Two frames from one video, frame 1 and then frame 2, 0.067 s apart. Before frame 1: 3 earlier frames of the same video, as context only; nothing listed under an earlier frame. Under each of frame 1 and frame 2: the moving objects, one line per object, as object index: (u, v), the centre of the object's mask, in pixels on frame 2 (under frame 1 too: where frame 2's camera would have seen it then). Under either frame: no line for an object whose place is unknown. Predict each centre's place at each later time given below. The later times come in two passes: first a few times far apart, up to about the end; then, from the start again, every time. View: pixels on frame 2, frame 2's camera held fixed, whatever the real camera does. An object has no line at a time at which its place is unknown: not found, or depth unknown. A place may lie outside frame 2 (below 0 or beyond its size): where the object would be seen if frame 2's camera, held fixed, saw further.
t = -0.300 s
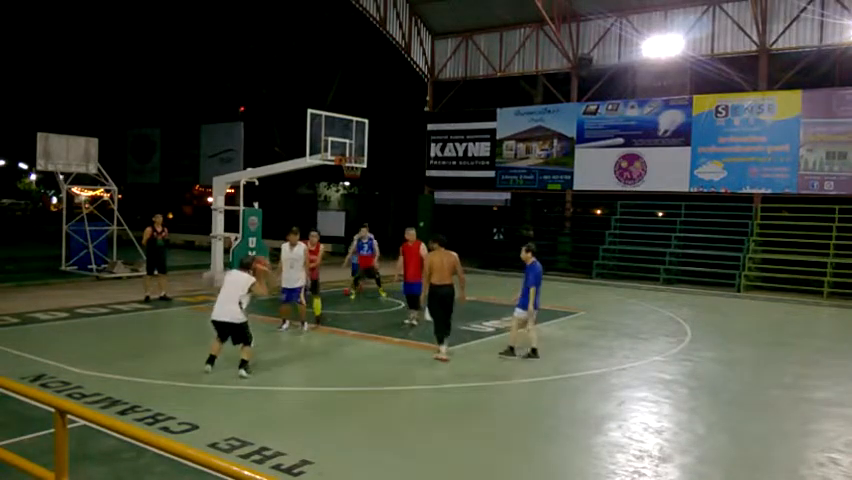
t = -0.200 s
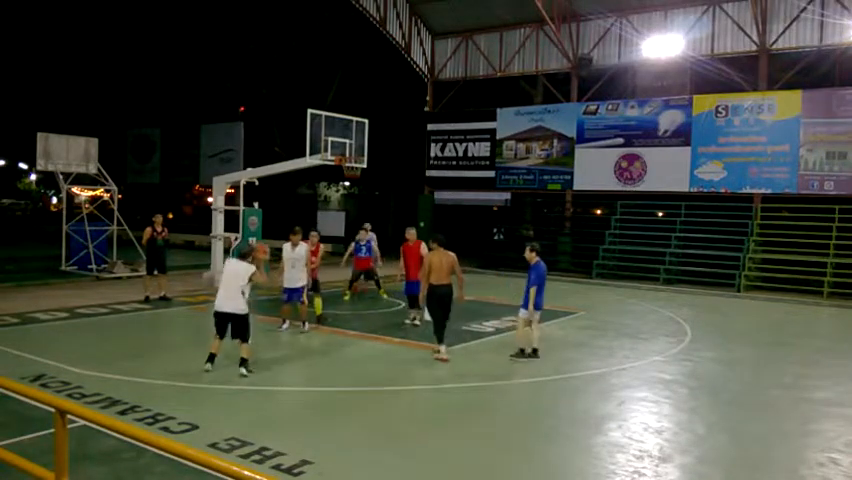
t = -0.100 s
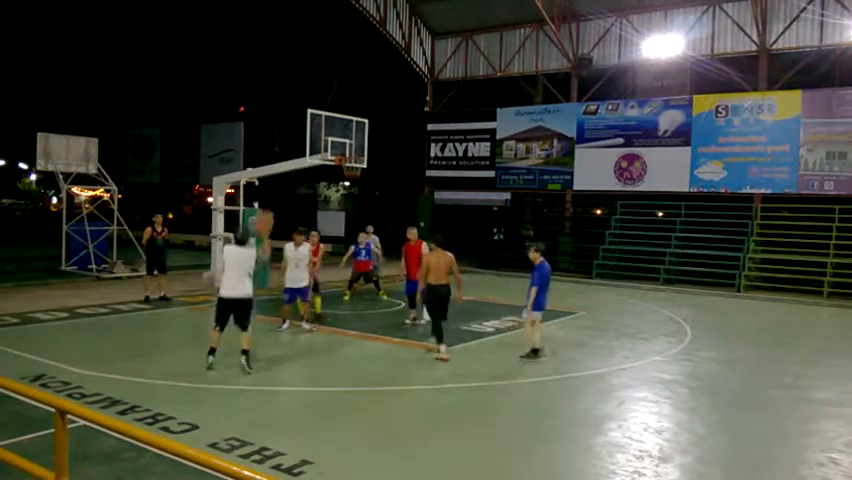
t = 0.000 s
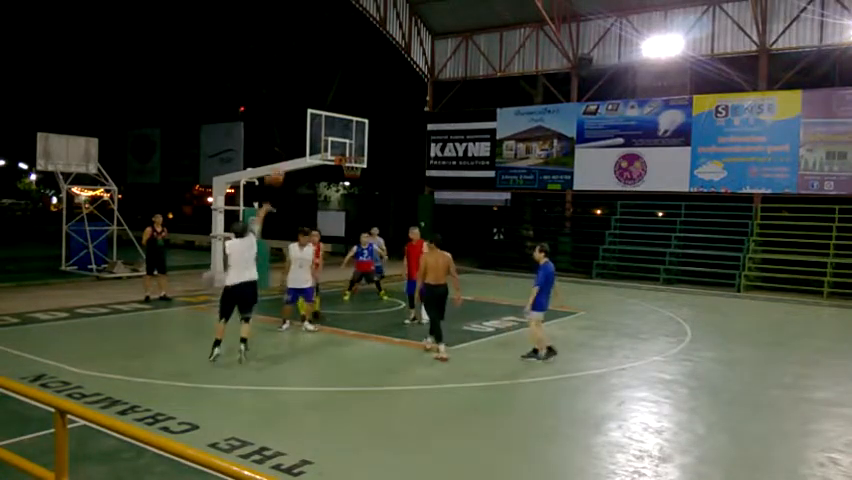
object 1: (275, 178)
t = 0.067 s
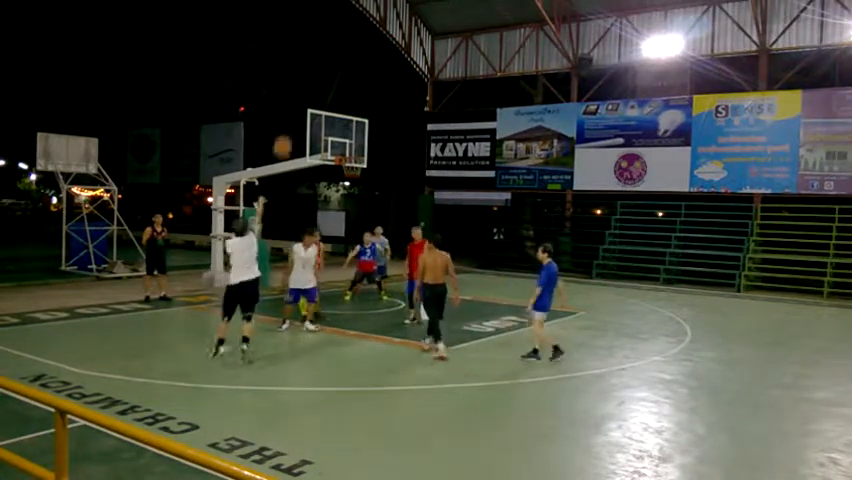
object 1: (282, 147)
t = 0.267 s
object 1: (301, 93)
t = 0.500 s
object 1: (320, 71)
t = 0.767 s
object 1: (336, 84)
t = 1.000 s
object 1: (347, 122)
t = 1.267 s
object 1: (349, 127)
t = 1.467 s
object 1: (348, 128)
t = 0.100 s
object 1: (285, 137)
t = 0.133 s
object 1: (289, 125)
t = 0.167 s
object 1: (293, 115)
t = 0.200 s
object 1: (295, 108)
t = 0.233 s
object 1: (298, 100)
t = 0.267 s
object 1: (301, 93)
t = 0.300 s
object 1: (305, 87)
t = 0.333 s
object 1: (307, 83)
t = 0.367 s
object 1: (309, 80)
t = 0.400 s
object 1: (312, 76)
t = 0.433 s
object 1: (315, 73)
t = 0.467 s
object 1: (317, 71)
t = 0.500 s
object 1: (320, 71)
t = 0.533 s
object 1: (322, 71)
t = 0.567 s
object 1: (323, 71)
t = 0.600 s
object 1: (326, 71)
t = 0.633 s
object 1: (329, 73)
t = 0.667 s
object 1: (331, 74)
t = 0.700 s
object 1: (333, 77)
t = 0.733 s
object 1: (334, 80)
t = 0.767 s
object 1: (336, 84)
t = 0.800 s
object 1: (338, 88)
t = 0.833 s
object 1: (339, 92)
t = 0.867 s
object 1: (342, 98)
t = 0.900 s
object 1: (343, 103)
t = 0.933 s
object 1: (344, 108)
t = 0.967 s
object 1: (346, 114)
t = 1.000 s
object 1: (347, 122)
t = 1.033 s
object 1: (348, 128)
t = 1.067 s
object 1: (349, 129)
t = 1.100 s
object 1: (349, 127)
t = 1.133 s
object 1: (348, 127)
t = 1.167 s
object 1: (348, 126)
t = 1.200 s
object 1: (348, 127)
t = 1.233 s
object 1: (348, 127)
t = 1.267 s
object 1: (349, 127)
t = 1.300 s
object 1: (349, 128)
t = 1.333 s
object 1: (348, 129)
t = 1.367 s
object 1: (349, 128)
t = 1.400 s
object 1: (348, 129)
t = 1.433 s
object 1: (348, 129)
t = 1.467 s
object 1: (348, 128)
